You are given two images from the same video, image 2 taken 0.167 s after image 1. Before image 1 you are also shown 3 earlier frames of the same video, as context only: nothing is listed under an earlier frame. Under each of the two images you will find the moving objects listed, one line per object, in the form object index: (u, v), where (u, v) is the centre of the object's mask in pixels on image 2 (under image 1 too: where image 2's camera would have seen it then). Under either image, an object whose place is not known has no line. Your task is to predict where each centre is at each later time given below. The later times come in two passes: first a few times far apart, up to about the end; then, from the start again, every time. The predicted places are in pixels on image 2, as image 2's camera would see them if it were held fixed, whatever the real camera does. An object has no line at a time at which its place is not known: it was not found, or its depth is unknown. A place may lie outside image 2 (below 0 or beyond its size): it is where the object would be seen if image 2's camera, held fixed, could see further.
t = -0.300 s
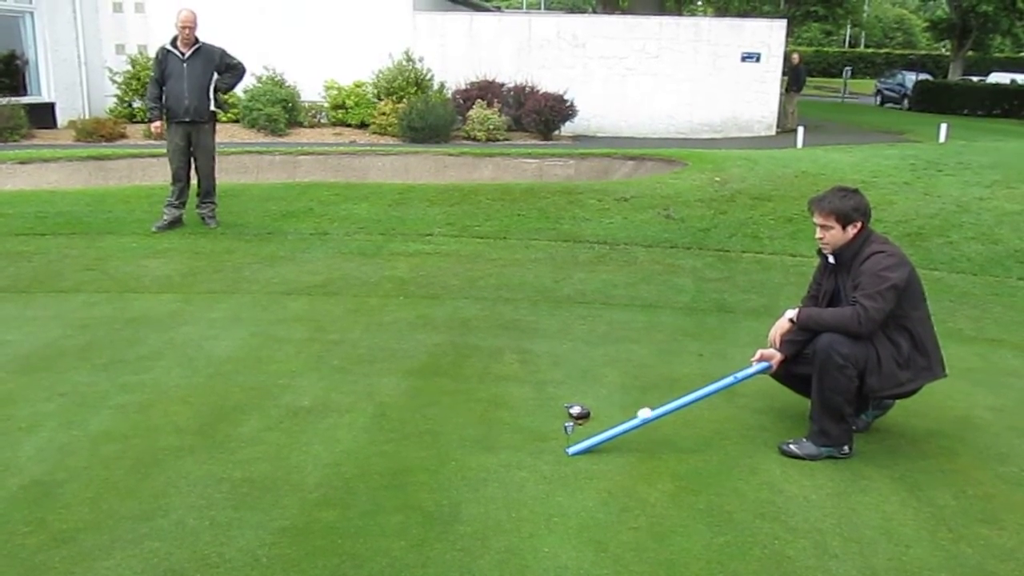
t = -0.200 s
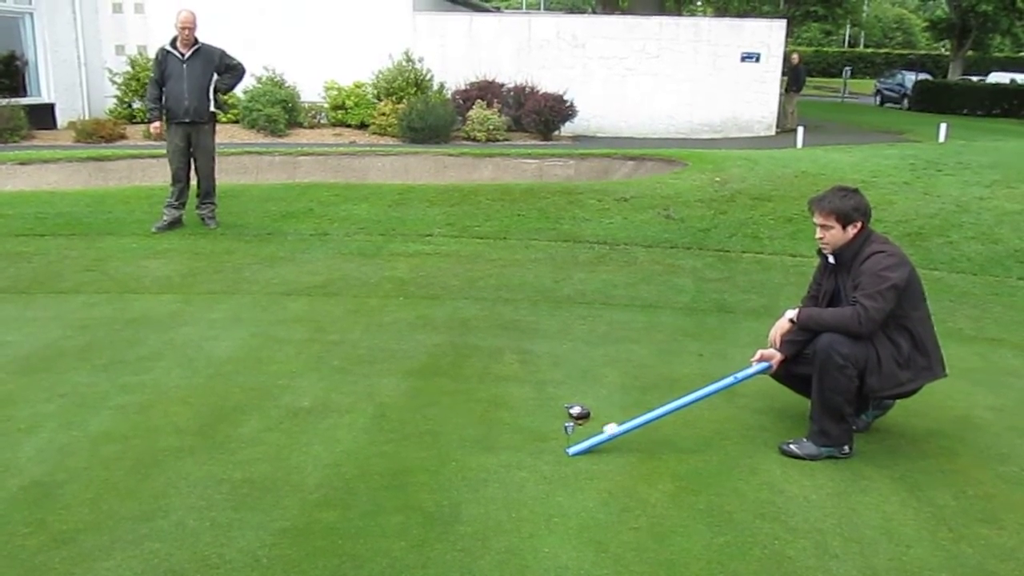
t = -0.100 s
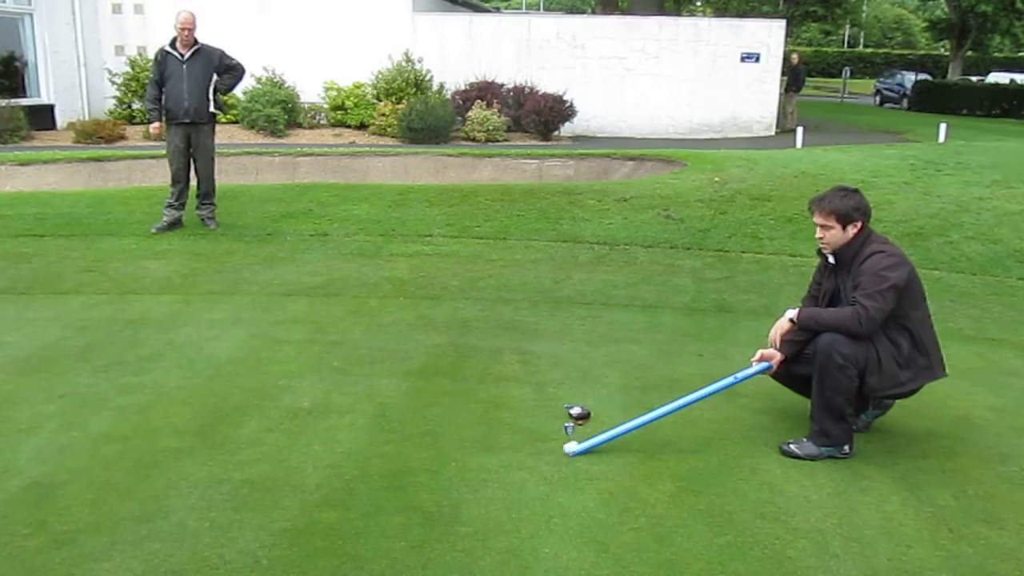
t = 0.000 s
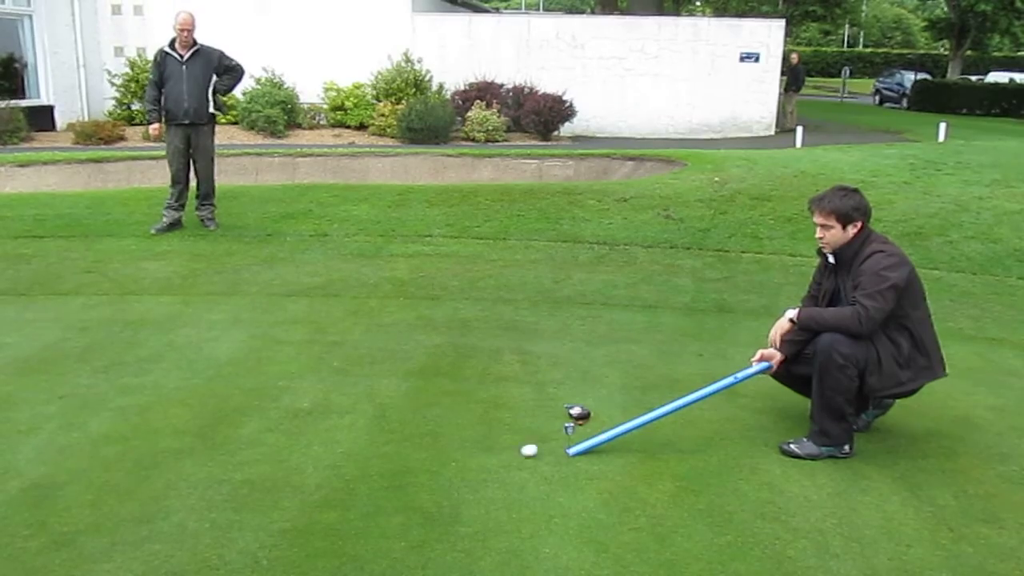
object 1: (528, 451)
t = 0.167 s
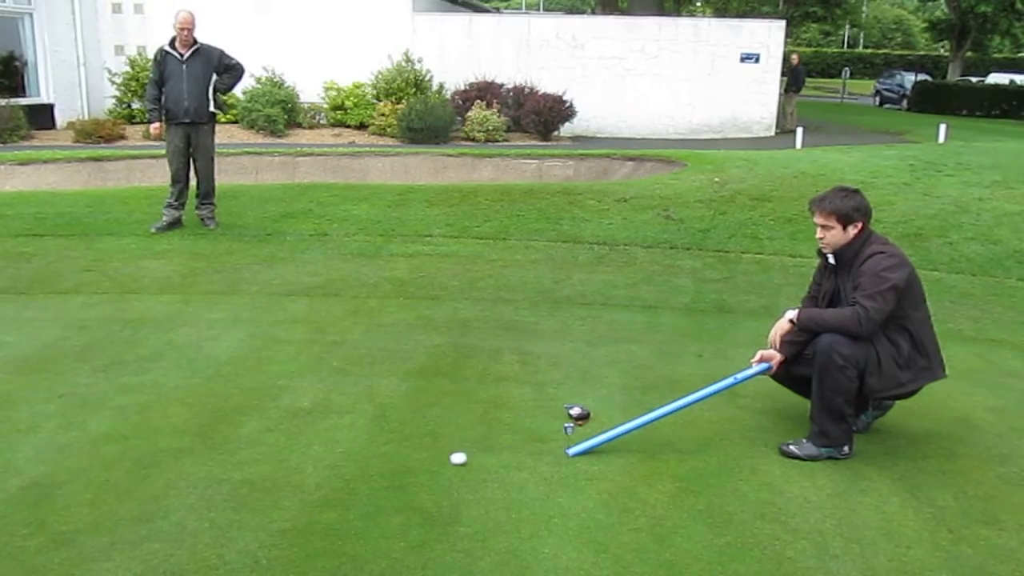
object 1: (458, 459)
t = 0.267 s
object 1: (417, 464)
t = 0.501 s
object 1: (320, 474)
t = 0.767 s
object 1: (213, 485)
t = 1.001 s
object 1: (123, 494)
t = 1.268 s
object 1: (25, 504)
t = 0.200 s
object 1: (444, 461)
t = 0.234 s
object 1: (430, 462)
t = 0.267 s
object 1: (417, 464)
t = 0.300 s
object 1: (403, 465)
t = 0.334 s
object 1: (389, 467)
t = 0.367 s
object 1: (375, 468)
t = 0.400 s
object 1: (361, 470)
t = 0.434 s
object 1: (347, 471)
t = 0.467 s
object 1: (334, 472)
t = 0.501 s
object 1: (320, 474)
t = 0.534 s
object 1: (306, 475)
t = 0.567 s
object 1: (293, 477)
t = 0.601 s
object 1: (279, 478)
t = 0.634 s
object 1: (266, 480)
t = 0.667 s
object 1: (252, 481)
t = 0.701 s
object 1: (239, 482)
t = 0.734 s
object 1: (226, 484)
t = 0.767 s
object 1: (213, 485)
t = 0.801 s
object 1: (199, 486)
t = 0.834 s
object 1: (186, 487)
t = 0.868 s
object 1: (173, 489)
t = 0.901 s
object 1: (160, 490)
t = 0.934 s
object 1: (148, 491)
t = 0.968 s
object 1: (135, 492)
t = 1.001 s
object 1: (123, 494)
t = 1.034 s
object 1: (110, 495)
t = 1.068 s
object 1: (98, 496)
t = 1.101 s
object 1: (85, 498)
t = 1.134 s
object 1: (73, 499)
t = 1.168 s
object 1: (60, 500)
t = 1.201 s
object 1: (48, 501)
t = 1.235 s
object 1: (36, 503)
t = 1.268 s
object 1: (25, 504)
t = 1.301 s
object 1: (13, 505)
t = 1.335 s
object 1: (5, 506)
